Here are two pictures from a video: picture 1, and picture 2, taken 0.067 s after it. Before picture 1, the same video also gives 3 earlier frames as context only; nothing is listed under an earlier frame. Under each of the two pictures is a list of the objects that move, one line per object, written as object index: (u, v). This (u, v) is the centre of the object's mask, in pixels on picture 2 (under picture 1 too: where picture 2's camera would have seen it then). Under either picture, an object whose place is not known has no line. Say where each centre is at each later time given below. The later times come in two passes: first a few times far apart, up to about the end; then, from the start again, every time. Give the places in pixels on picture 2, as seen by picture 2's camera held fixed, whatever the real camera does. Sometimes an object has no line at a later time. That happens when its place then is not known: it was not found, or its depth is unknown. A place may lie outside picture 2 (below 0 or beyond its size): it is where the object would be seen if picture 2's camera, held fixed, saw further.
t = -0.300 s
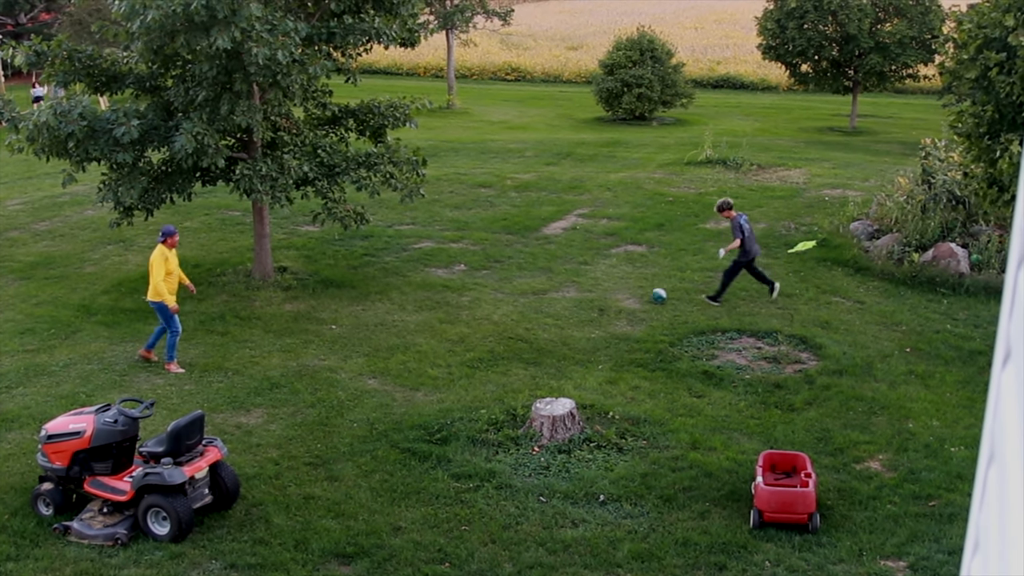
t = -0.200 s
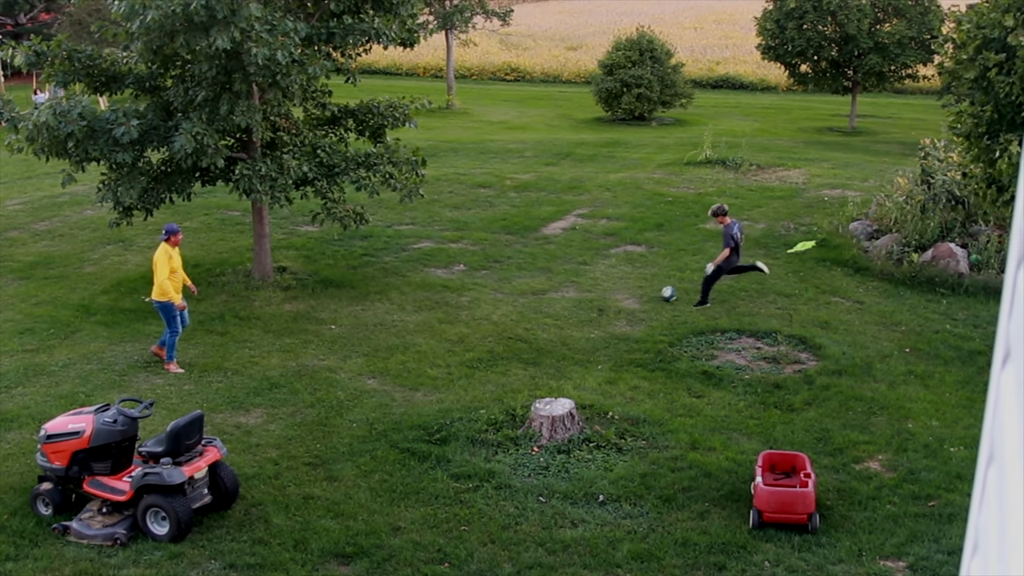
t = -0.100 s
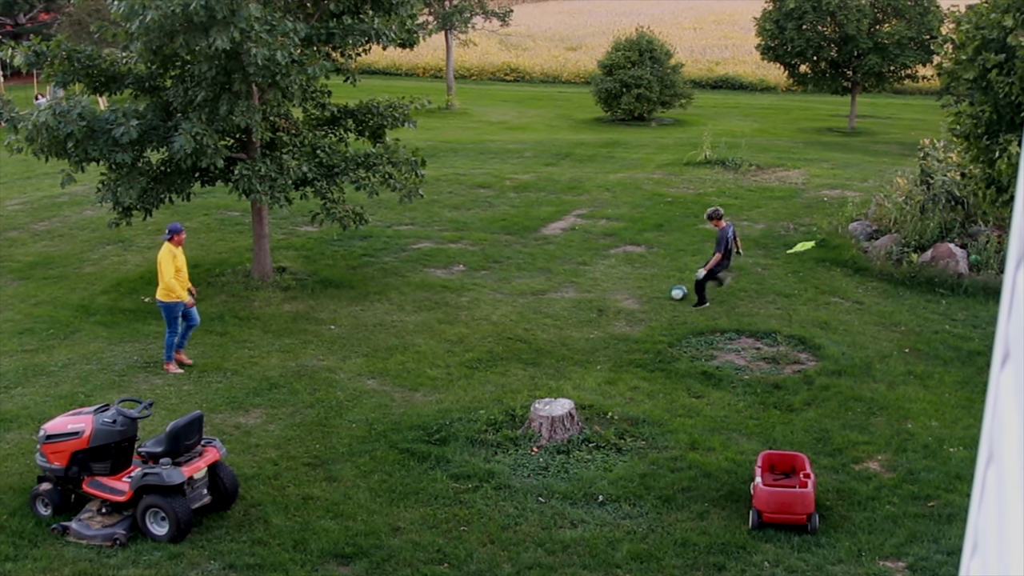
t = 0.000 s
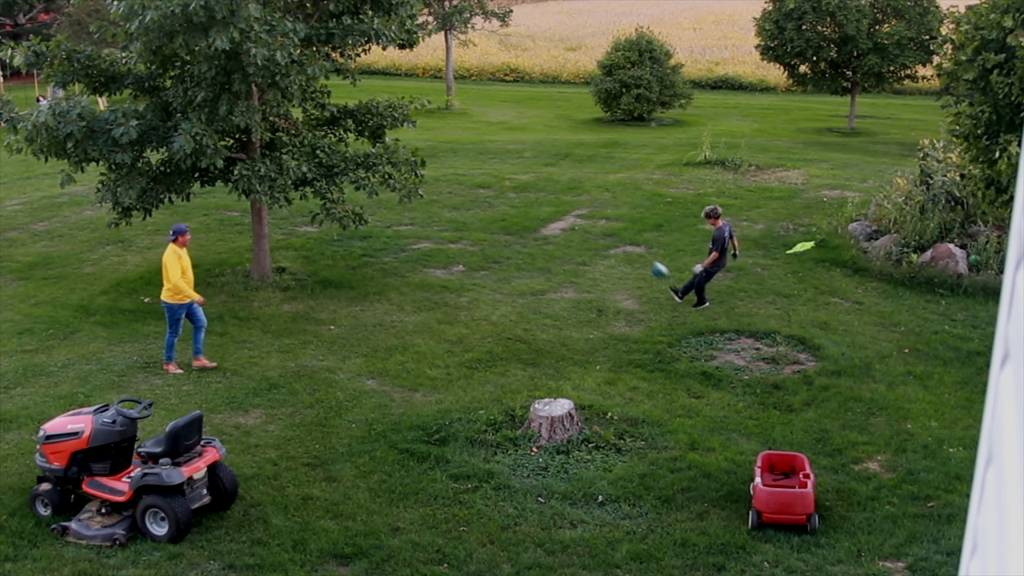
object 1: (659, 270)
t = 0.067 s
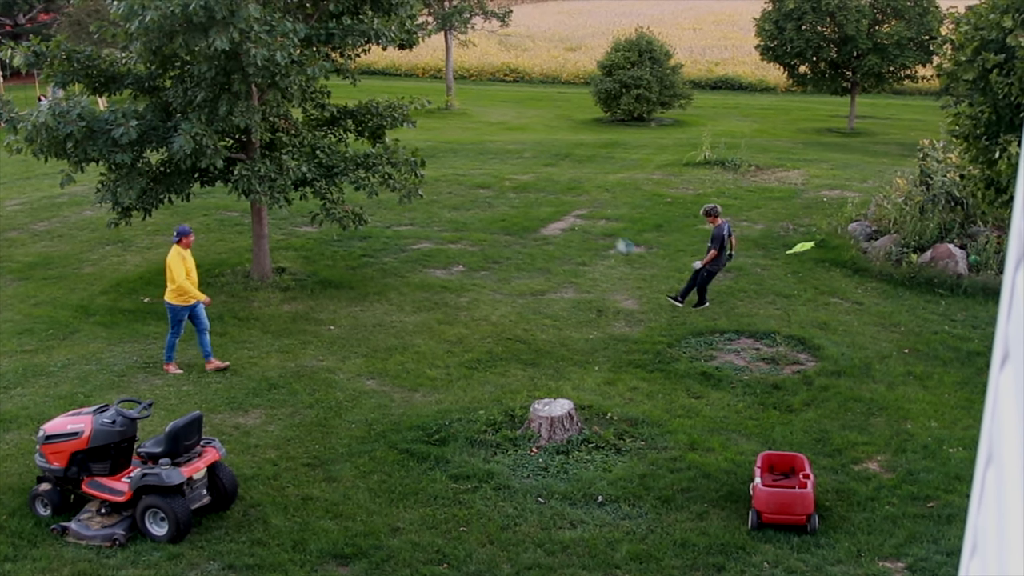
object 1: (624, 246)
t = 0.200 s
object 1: (554, 203)
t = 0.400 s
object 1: (442, 156)
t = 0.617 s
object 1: (303, 133)
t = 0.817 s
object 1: (163, 142)
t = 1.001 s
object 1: (23, 184)
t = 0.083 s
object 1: (616, 241)
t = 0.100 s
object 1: (608, 235)
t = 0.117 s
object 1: (599, 230)
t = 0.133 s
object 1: (591, 224)
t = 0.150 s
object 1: (582, 219)
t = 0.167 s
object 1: (573, 214)
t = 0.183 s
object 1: (564, 208)
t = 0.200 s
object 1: (554, 203)
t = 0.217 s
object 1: (546, 198)
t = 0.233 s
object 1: (537, 193)
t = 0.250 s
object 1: (528, 189)
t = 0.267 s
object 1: (520, 184)
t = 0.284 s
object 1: (511, 181)
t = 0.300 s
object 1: (502, 177)
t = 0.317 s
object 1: (491, 173)
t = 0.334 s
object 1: (482, 169)
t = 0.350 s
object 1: (472, 166)
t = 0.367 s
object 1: (461, 162)
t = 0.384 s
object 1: (453, 158)
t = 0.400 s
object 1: (442, 156)
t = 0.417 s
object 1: (432, 153)
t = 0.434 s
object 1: (422, 151)
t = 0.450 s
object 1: (411, 148)
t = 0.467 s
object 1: (399, 145)
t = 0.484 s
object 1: (388, 143)
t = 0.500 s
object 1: (379, 140)
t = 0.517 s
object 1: (369, 138)
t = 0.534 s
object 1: (359, 137)
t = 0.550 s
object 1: (348, 136)
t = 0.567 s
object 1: (337, 135)
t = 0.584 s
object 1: (325, 134)
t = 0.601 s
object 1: (314, 134)
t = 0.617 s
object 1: (303, 133)
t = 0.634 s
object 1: (291, 133)
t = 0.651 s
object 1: (279, 132)
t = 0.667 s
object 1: (268, 133)
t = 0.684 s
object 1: (256, 133)
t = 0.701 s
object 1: (245, 133)
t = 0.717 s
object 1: (233, 134)
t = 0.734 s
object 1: (221, 134)
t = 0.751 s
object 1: (209, 135)
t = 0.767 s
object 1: (197, 136)
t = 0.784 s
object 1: (186, 137)
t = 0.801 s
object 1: (175, 140)
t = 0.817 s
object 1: (163, 142)
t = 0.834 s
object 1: (150, 146)
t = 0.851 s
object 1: (137, 148)
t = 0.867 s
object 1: (125, 151)
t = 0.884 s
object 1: (113, 154)
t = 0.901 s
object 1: (100, 157)
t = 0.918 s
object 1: (87, 161)
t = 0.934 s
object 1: (75, 165)
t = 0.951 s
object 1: (62, 169)
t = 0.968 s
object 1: (49, 173)
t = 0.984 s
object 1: (35, 179)
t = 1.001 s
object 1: (23, 184)
